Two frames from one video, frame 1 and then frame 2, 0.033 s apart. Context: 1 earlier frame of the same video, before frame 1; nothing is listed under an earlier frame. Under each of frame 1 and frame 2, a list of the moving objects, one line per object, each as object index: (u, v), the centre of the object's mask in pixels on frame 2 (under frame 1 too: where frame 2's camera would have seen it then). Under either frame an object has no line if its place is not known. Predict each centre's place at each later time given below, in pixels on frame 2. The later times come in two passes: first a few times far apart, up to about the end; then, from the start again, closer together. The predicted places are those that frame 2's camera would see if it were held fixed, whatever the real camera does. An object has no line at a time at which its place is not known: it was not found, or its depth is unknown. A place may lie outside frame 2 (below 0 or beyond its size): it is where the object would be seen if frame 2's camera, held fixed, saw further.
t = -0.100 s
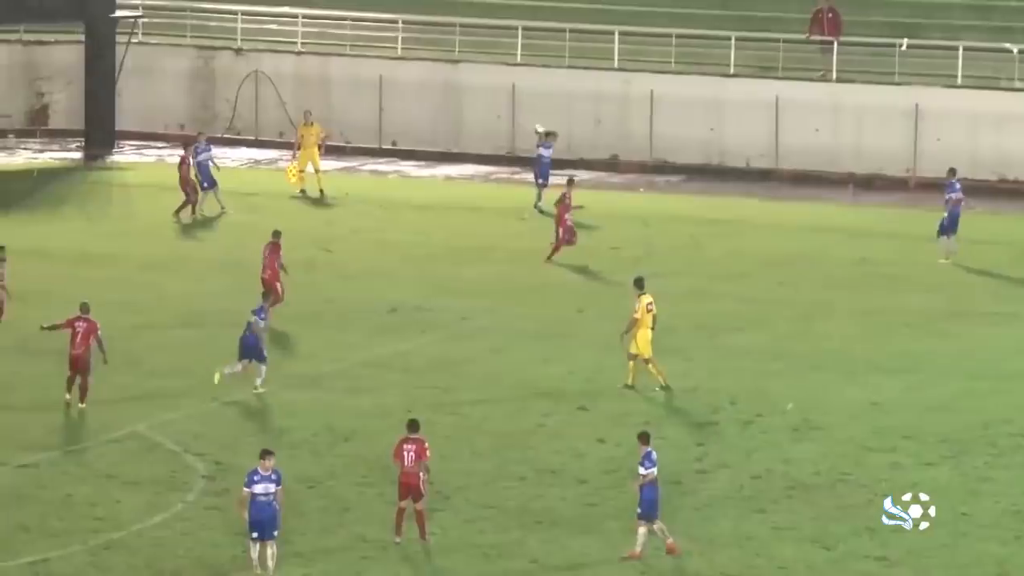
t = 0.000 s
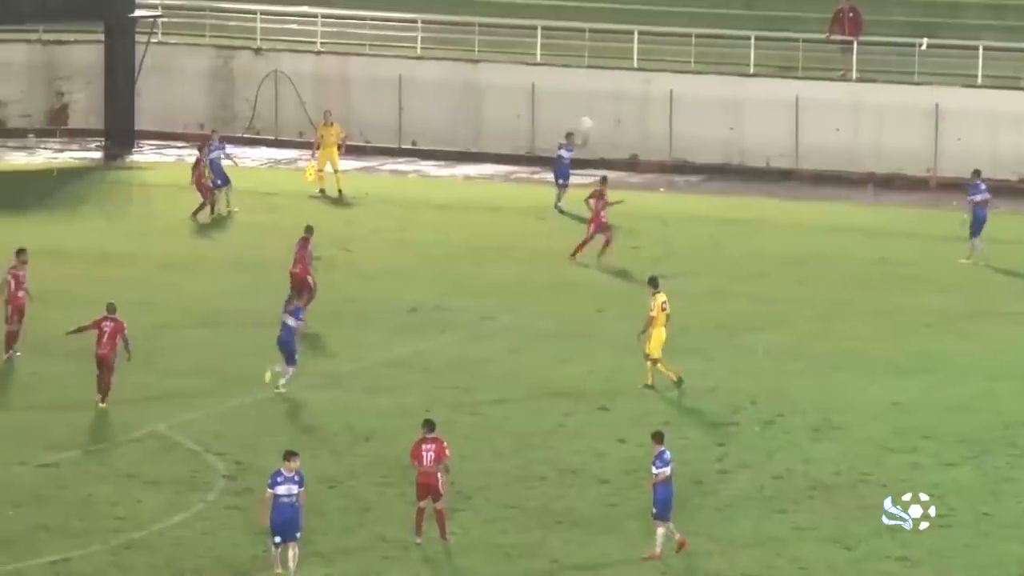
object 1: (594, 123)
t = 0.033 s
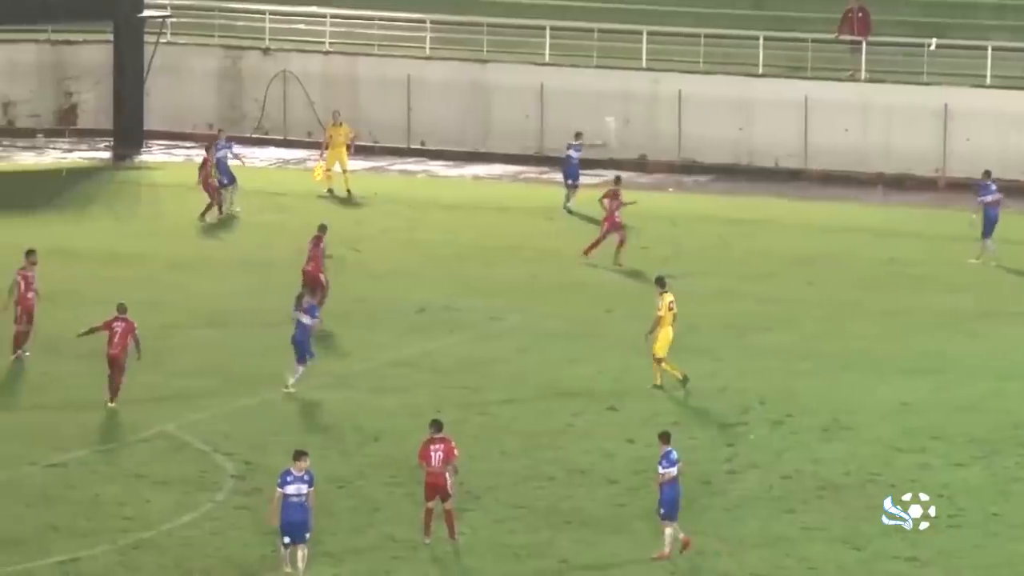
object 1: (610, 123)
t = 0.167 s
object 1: (674, 127)
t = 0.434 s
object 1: (798, 170)
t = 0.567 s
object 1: (856, 204)
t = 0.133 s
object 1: (659, 125)
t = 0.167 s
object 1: (674, 127)
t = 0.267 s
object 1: (719, 138)
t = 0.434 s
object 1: (798, 170)
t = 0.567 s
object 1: (856, 204)
